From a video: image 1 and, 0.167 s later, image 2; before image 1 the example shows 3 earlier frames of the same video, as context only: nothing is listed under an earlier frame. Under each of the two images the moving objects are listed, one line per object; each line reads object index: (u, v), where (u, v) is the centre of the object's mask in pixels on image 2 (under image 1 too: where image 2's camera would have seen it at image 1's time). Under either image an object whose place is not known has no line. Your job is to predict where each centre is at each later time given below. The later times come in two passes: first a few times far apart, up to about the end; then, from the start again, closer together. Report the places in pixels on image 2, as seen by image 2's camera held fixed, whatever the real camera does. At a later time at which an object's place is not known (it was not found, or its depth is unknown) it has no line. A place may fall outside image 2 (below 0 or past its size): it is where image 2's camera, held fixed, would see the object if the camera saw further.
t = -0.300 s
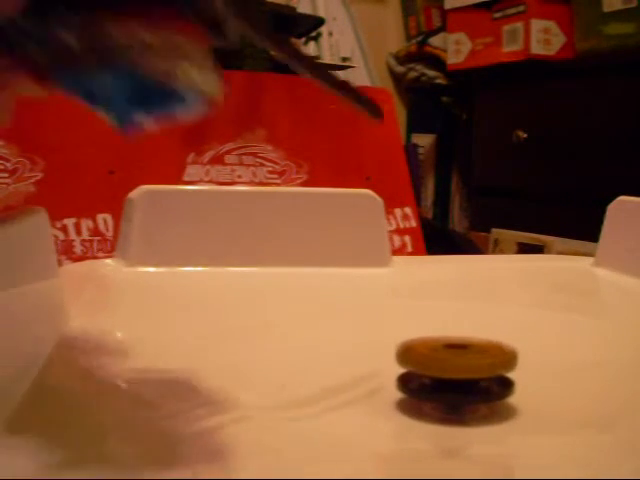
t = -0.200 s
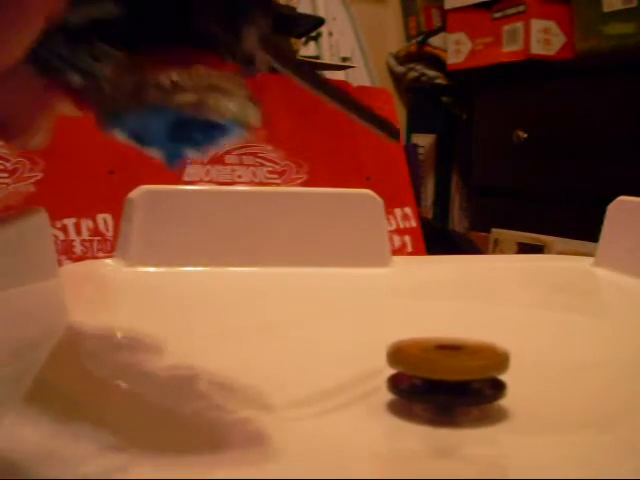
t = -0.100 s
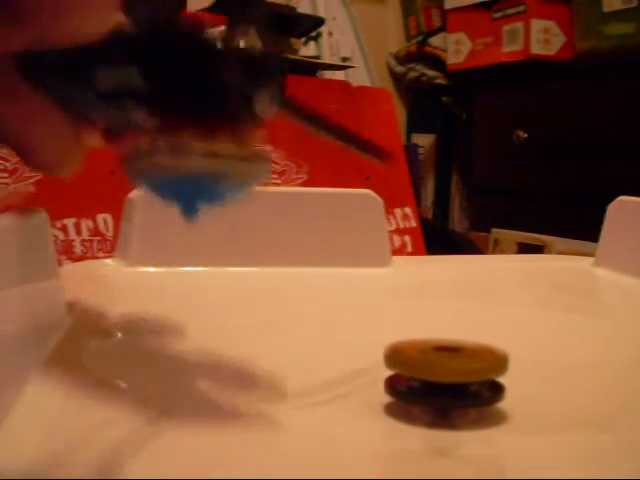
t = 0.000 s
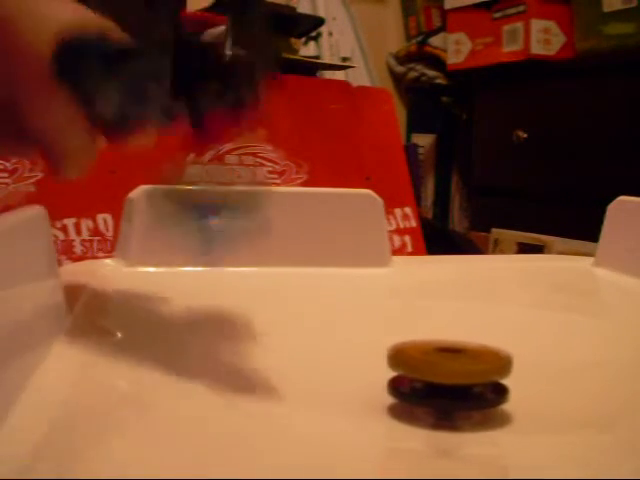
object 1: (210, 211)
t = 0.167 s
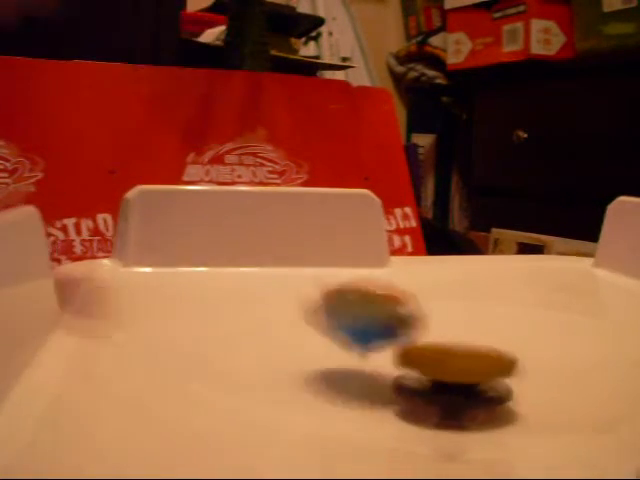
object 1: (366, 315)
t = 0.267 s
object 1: (422, 291)
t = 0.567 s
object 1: (433, 278)
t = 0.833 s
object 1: (458, 341)
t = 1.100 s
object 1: (600, 341)
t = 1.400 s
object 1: (586, 344)
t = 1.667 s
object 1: (503, 366)
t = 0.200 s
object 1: (390, 303)
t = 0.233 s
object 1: (407, 306)
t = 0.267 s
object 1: (422, 291)
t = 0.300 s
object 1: (432, 278)
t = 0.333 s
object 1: (440, 274)
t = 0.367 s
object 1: (444, 266)
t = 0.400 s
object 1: (446, 265)
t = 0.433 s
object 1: (447, 263)
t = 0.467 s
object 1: (445, 264)
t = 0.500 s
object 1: (444, 264)
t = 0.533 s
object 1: (439, 271)
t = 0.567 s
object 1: (433, 278)
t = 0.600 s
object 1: (425, 295)
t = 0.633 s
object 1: (419, 309)
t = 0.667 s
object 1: (415, 318)
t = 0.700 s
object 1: (414, 322)
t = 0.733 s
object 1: (416, 327)
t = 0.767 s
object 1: (428, 326)
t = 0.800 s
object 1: (442, 329)
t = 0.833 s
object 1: (458, 341)
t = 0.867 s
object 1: (479, 343)
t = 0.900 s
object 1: (501, 349)
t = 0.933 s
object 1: (528, 346)
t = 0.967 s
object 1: (553, 349)
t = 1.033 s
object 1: (587, 347)
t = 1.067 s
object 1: (595, 344)
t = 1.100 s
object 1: (600, 341)
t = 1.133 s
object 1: (603, 338)
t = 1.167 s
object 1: (603, 336)
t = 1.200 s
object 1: (603, 336)
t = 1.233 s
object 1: (601, 335)
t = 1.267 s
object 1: (599, 336)
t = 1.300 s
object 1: (598, 338)
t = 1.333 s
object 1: (595, 332)
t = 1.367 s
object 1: (594, 338)
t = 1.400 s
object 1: (586, 344)
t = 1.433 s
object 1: (582, 345)
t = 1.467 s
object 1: (575, 345)
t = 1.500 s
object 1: (567, 351)
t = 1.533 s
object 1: (558, 352)
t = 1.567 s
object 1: (549, 353)
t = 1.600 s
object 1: (535, 357)
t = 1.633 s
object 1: (524, 353)
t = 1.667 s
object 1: (503, 366)
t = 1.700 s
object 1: (489, 370)
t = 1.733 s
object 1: (488, 368)
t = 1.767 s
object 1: (492, 370)
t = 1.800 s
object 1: (493, 374)
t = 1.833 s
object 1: (493, 378)
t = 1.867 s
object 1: (490, 384)
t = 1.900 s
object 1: (506, 381)
